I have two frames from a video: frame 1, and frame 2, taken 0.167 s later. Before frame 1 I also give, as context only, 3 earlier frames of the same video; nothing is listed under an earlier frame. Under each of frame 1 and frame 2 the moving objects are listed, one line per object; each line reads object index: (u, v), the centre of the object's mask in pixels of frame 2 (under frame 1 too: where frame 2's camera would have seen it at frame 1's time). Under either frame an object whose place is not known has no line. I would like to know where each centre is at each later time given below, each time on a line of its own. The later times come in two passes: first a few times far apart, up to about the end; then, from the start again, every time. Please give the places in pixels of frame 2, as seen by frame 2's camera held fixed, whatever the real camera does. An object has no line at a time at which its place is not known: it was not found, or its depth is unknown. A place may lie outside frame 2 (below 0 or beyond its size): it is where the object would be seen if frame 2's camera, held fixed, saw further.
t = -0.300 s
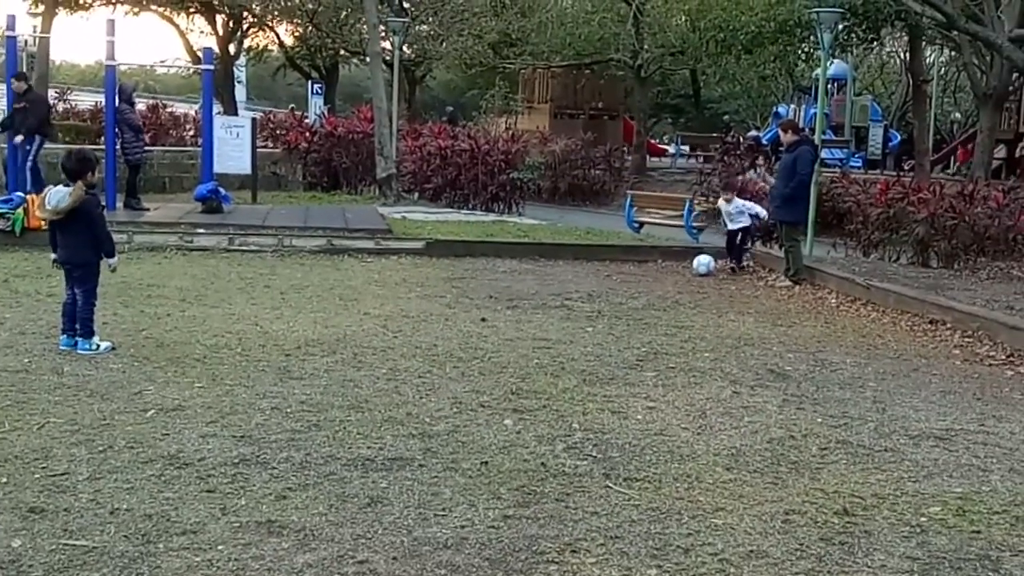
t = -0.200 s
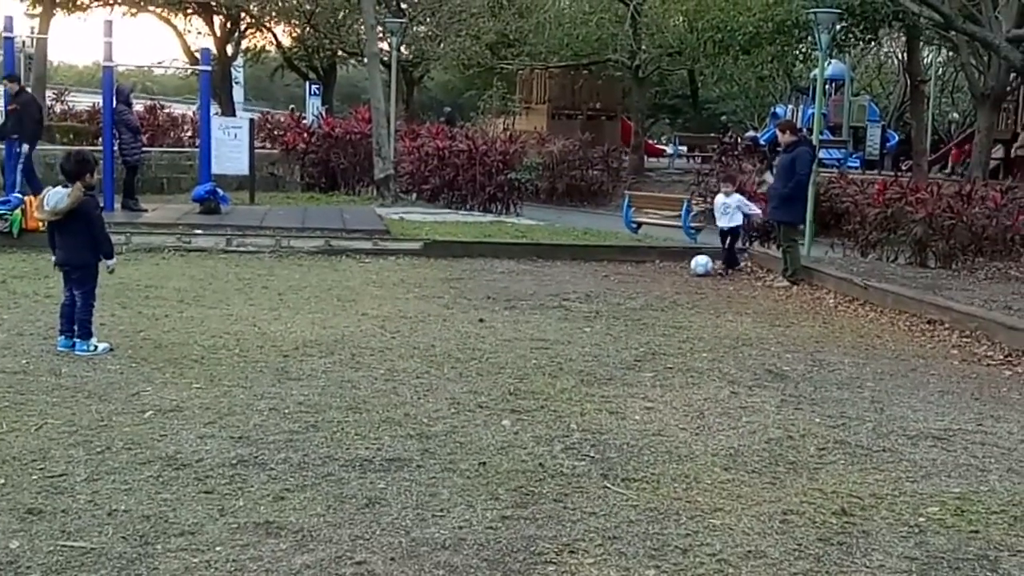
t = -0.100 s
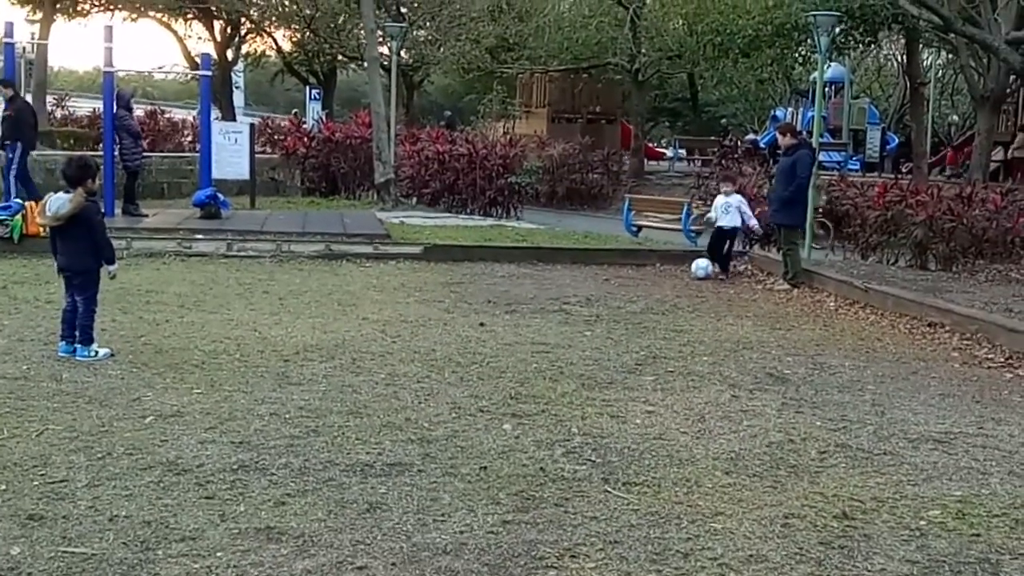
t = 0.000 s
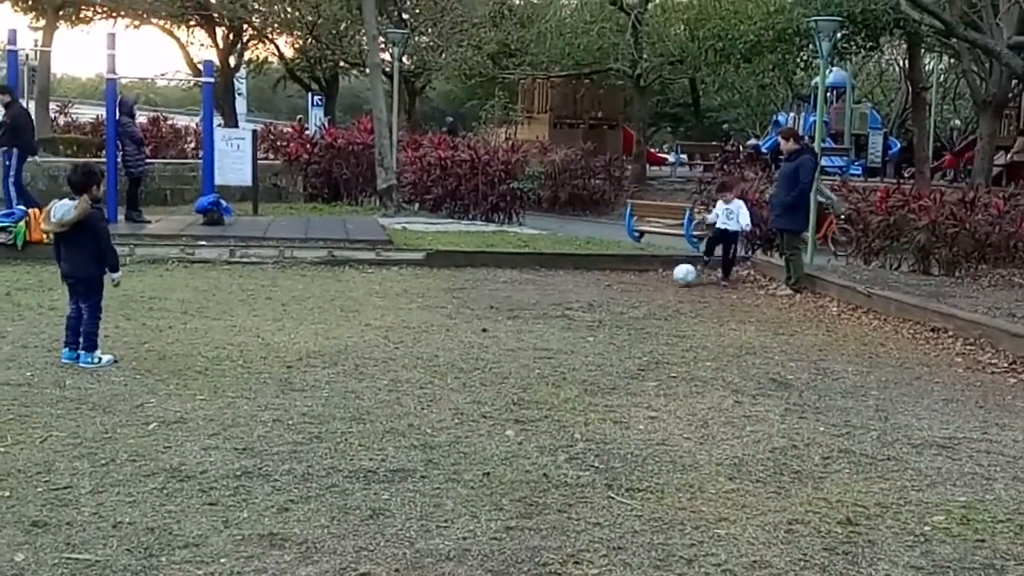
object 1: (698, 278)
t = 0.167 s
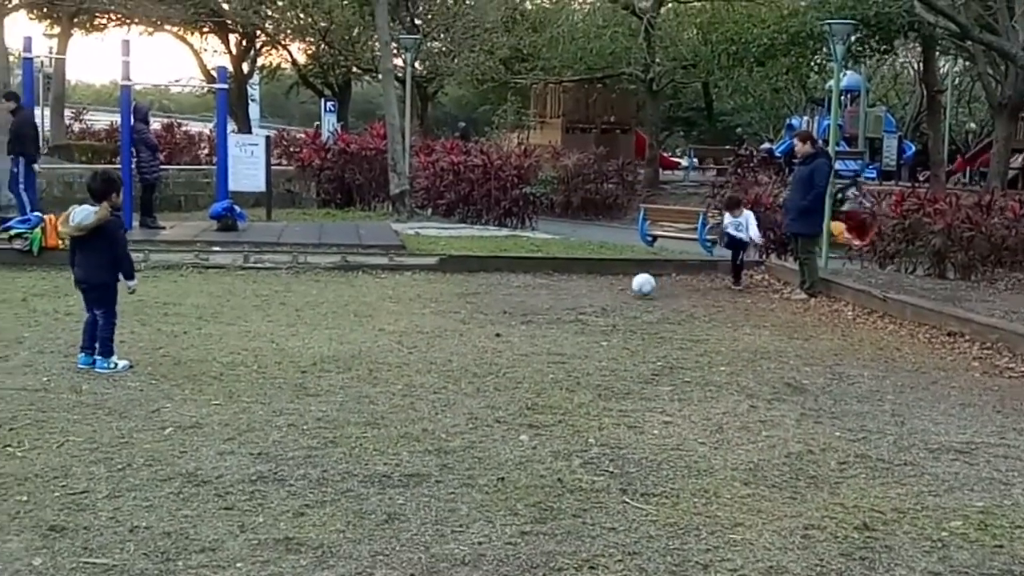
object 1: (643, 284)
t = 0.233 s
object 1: (623, 289)
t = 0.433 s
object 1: (569, 296)
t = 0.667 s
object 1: (505, 301)
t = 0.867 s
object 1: (448, 307)
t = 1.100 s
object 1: (376, 315)
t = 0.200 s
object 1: (632, 287)
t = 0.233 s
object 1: (623, 289)
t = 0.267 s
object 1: (614, 287)
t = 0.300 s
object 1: (604, 286)
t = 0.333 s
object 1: (596, 286)
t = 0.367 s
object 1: (587, 288)
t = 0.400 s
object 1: (578, 291)
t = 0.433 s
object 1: (569, 296)
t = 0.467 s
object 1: (560, 294)
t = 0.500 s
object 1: (551, 292)
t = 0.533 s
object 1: (542, 292)
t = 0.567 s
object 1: (533, 293)
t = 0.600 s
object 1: (523, 296)
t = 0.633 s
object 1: (515, 301)
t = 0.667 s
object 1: (505, 301)
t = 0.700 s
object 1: (497, 299)
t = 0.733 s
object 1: (487, 298)
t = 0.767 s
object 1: (478, 300)
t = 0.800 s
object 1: (468, 303)
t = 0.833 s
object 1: (459, 307)
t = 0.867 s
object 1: (448, 307)
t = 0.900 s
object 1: (439, 306)
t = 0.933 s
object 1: (429, 307)
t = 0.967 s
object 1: (419, 309)
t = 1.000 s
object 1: (408, 312)
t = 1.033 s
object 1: (398, 312)
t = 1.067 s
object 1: (387, 314)
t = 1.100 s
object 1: (376, 315)
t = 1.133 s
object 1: (365, 316)
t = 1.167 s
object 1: (354, 318)
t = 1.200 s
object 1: (343, 317)
